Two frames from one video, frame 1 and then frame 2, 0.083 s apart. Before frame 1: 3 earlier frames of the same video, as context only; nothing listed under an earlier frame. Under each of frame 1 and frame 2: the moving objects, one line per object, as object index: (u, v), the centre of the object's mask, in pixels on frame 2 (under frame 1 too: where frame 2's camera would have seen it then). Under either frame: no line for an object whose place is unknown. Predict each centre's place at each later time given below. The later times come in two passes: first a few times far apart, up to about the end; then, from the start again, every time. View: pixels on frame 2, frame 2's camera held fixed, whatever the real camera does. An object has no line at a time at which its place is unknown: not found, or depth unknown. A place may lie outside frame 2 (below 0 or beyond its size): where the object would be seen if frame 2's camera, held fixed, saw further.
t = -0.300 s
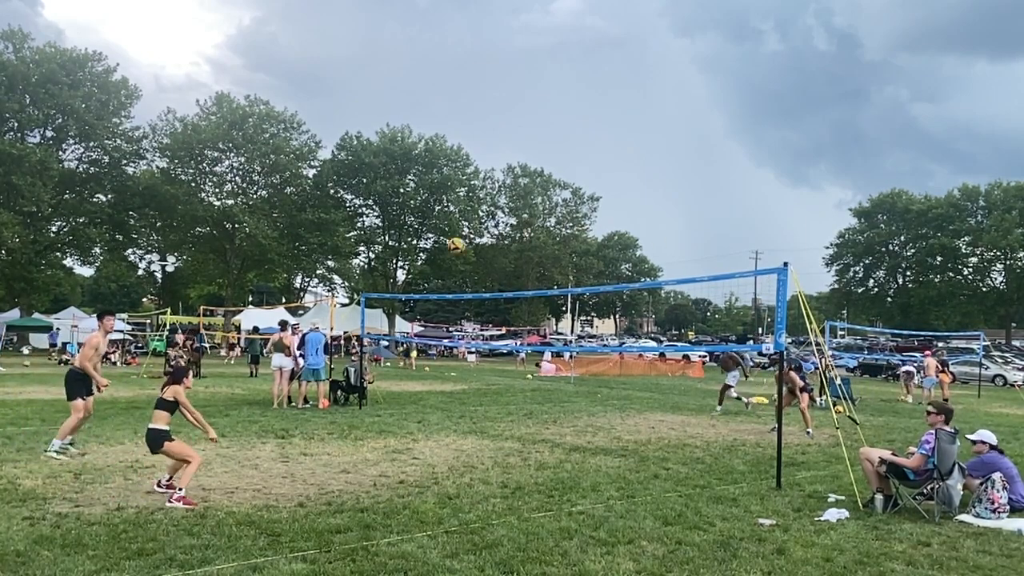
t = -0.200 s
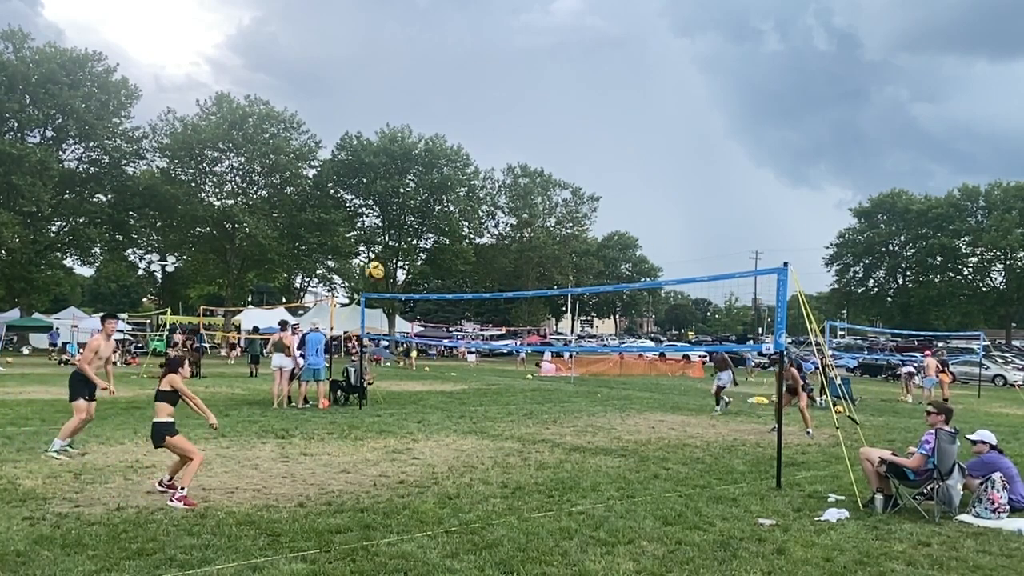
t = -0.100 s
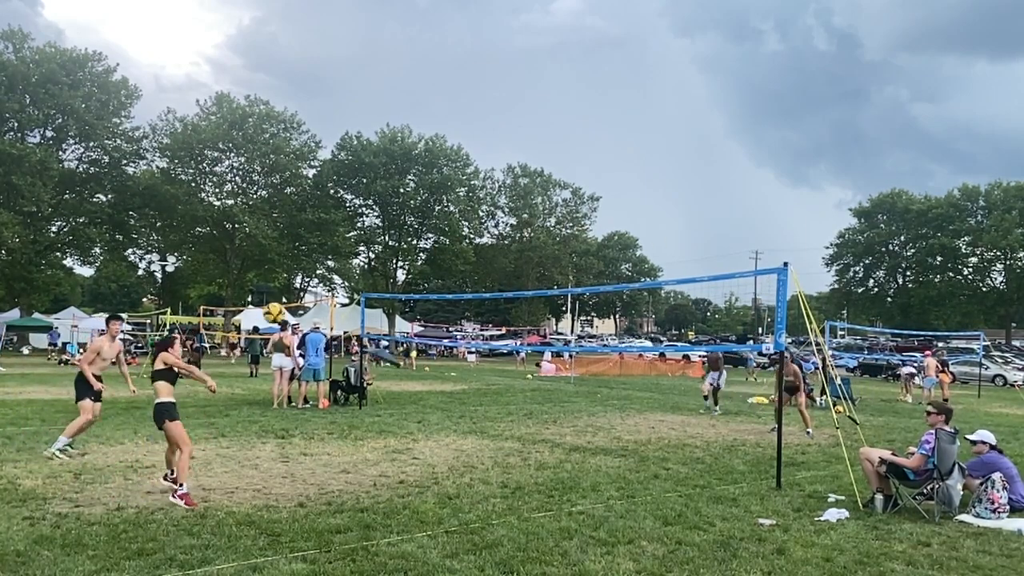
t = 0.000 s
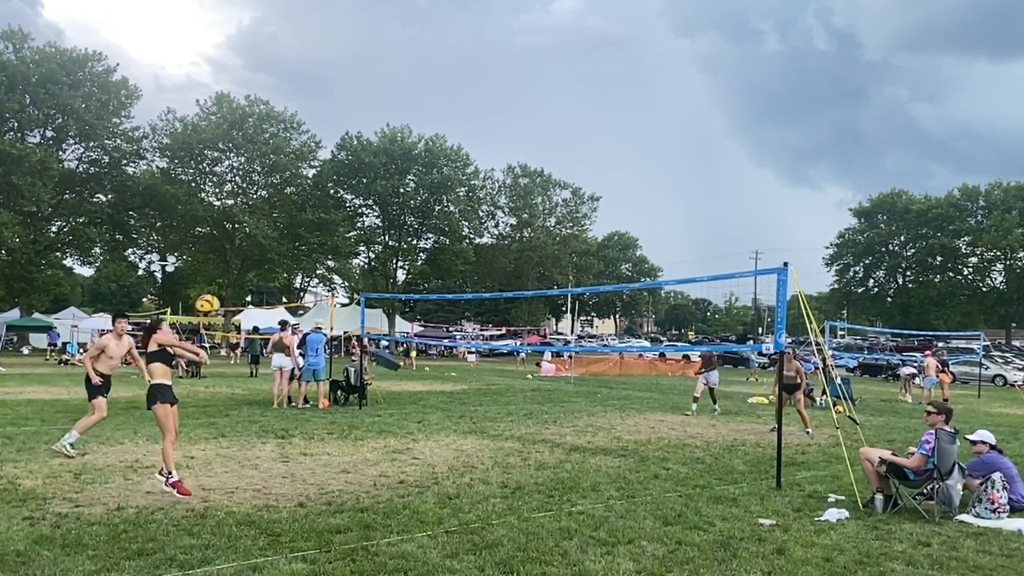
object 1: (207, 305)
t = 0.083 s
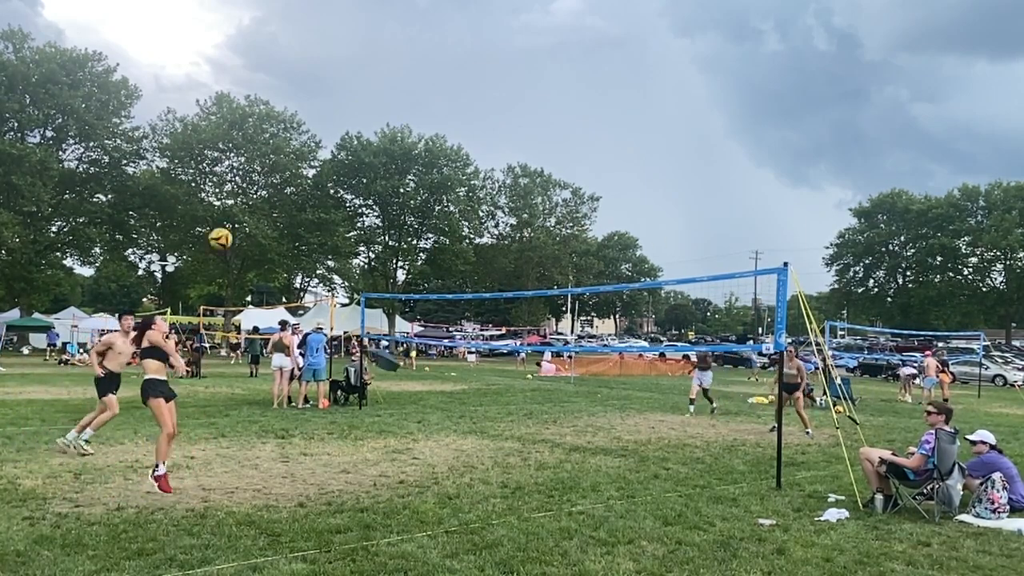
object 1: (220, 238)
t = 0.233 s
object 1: (241, 137)
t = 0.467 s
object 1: (264, 44)
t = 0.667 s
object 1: (279, 9)
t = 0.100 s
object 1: (223, 225)
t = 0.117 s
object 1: (225, 213)
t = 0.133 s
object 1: (228, 201)
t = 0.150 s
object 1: (230, 190)
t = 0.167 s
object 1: (232, 179)
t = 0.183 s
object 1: (236, 166)
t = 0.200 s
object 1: (238, 156)
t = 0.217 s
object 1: (239, 146)
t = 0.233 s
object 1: (241, 137)
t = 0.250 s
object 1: (244, 129)
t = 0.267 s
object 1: (245, 120)
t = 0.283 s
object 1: (247, 111)
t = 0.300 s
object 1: (249, 103)
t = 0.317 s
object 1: (250, 97)
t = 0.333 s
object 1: (252, 90)
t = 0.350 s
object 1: (253, 85)
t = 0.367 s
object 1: (255, 78)
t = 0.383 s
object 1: (256, 72)
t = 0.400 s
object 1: (258, 66)
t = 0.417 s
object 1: (260, 60)
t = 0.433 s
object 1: (261, 55)
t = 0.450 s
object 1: (263, 48)
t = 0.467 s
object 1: (264, 44)
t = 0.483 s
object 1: (266, 39)
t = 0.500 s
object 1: (267, 35)
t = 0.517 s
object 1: (268, 31)
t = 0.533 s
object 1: (269, 28)
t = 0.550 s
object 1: (271, 24)
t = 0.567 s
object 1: (272, 21)
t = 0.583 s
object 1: (273, 19)
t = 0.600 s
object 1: (274, 16)
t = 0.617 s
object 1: (275, 14)
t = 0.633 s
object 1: (277, 12)
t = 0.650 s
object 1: (278, 10)
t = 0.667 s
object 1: (279, 9)
